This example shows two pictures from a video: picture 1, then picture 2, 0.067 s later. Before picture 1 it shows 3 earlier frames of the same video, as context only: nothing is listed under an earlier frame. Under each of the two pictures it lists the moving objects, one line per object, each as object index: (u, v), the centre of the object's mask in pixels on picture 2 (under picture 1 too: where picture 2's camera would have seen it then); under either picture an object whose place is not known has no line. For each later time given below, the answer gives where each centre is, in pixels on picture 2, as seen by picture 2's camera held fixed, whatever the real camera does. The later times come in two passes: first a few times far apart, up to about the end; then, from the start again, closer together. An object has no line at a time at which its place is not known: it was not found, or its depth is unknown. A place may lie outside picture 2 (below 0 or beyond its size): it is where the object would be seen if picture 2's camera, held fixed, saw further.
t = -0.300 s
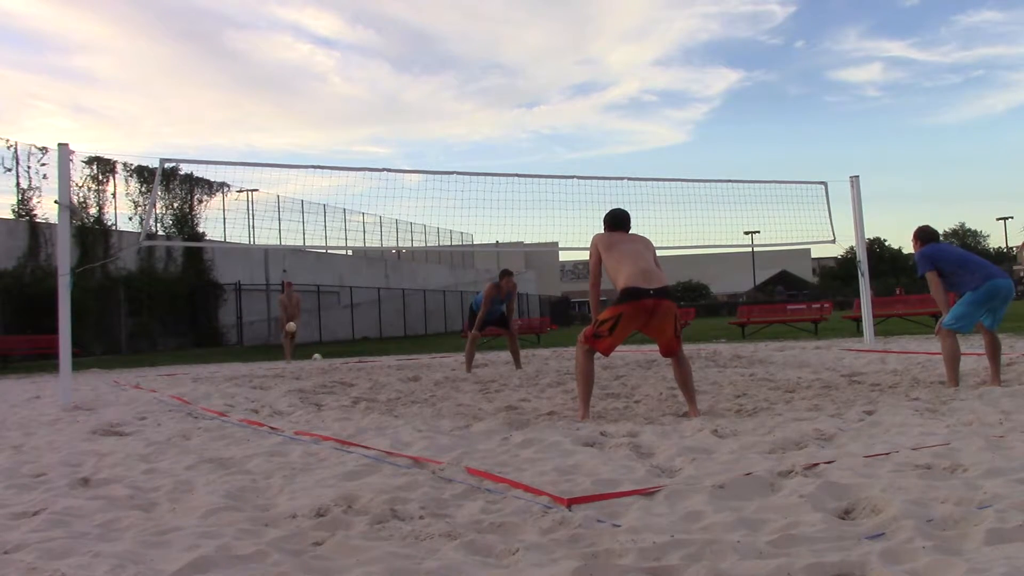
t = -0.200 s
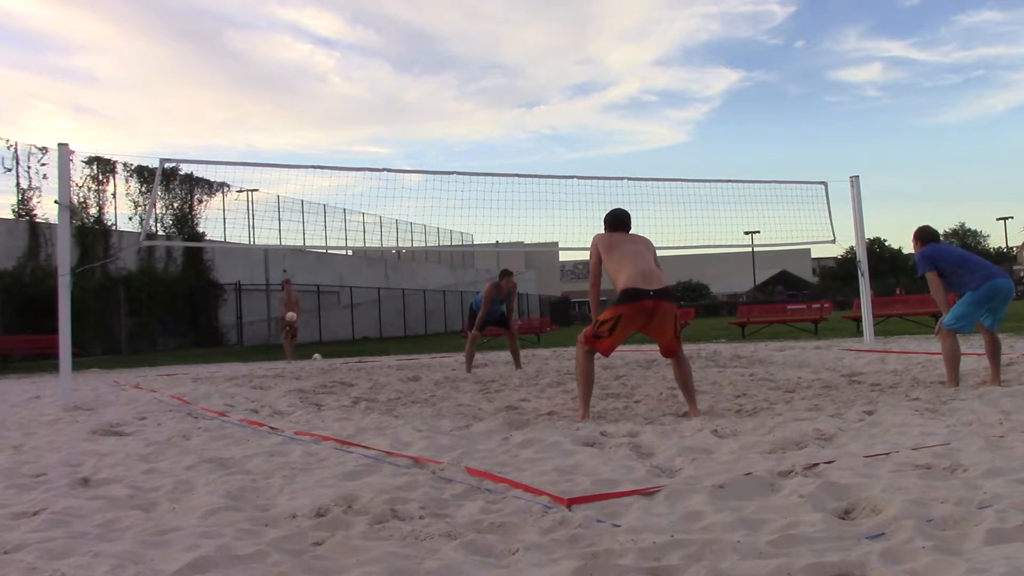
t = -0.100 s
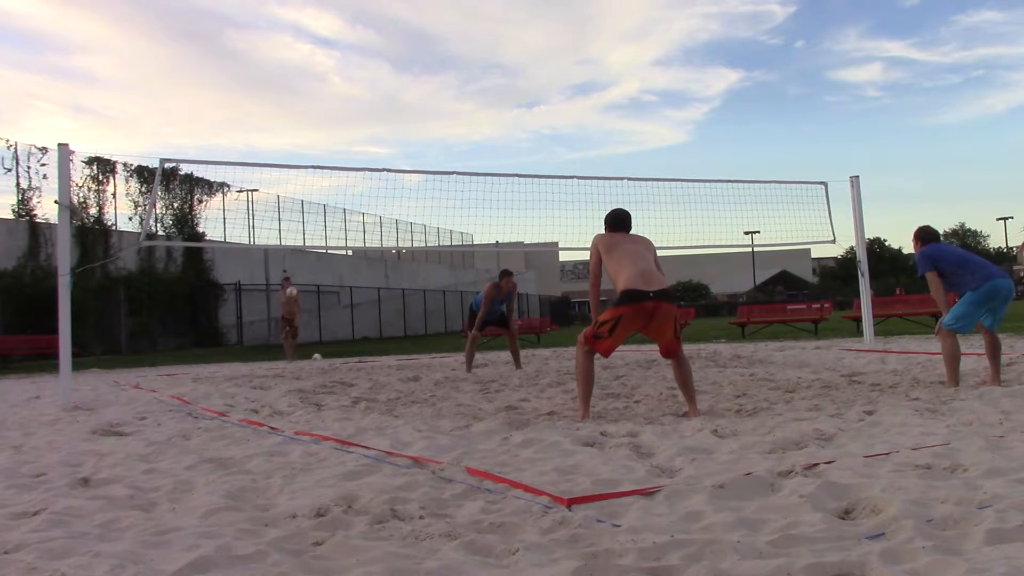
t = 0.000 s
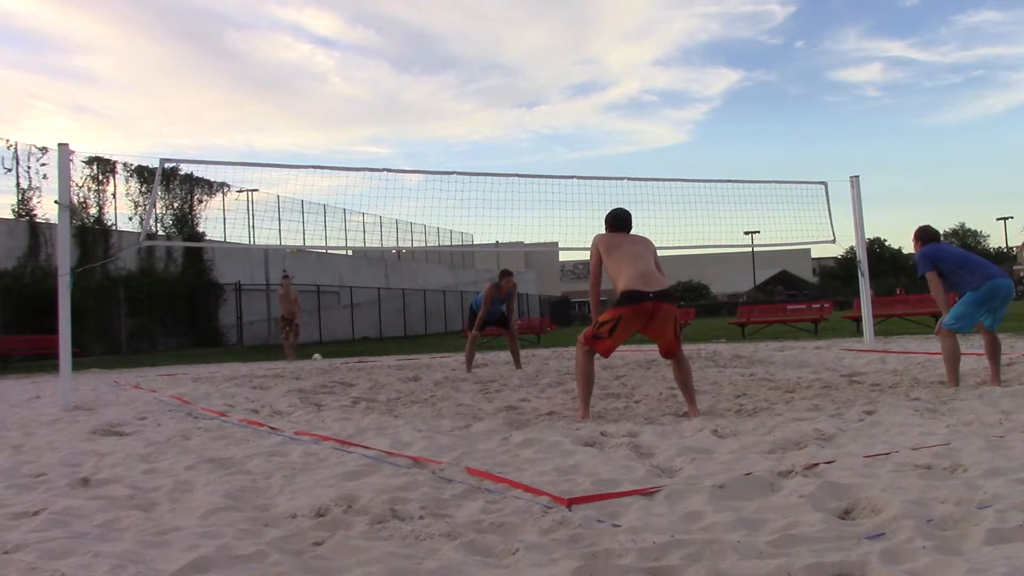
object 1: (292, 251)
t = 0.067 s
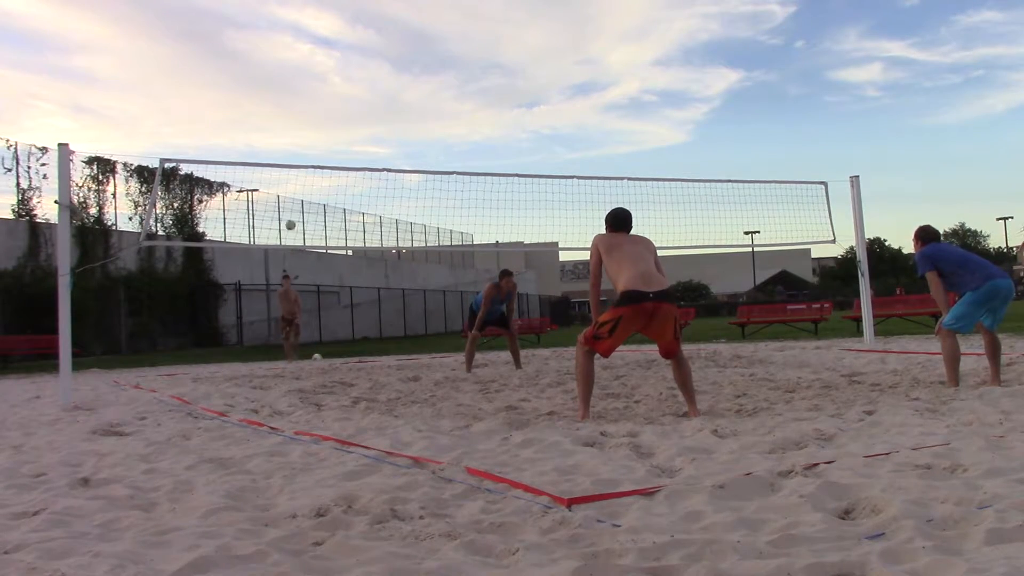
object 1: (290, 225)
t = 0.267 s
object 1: (289, 158)
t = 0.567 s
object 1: (287, 93)
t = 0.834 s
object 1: (287, 72)
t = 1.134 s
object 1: (290, 90)
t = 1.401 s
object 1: (293, 144)
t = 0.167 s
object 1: (289, 189)
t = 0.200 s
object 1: (289, 178)
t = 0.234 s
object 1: (289, 169)
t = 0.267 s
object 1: (289, 158)
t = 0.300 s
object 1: (288, 149)
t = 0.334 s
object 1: (288, 140)
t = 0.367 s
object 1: (288, 131)
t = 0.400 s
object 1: (288, 124)
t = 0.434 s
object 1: (288, 117)
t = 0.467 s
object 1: (288, 110)
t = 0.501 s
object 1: (288, 104)
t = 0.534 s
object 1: (288, 98)
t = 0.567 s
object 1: (287, 93)
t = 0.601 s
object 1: (287, 88)
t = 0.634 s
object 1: (287, 84)
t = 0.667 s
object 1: (287, 81)
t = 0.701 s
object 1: (287, 78)
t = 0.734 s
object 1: (287, 76)
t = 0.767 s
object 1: (287, 74)
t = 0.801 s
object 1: (287, 73)
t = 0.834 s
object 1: (287, 72)
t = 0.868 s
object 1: (288, 72)
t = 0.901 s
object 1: (288, 72)
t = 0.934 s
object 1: (288, 72)
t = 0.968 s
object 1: (288, 74)
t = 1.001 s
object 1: (288, 76)
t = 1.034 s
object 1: (289, 79)
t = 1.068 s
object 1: (289, 82)
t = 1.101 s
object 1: (289, 85)
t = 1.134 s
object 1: (290, 90)
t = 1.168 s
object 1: (290, 94)
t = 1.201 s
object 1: (291, 100)
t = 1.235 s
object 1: (291, 106)
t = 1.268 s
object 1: (291, 112)
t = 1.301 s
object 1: (292, 119)
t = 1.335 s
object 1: (292, 127)
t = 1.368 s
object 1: (292, 135)
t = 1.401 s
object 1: (293, 144)
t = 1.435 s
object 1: (293, 153)
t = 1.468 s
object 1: (294, 162)
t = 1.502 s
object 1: (294, 174)
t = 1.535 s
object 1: (294, 185)
